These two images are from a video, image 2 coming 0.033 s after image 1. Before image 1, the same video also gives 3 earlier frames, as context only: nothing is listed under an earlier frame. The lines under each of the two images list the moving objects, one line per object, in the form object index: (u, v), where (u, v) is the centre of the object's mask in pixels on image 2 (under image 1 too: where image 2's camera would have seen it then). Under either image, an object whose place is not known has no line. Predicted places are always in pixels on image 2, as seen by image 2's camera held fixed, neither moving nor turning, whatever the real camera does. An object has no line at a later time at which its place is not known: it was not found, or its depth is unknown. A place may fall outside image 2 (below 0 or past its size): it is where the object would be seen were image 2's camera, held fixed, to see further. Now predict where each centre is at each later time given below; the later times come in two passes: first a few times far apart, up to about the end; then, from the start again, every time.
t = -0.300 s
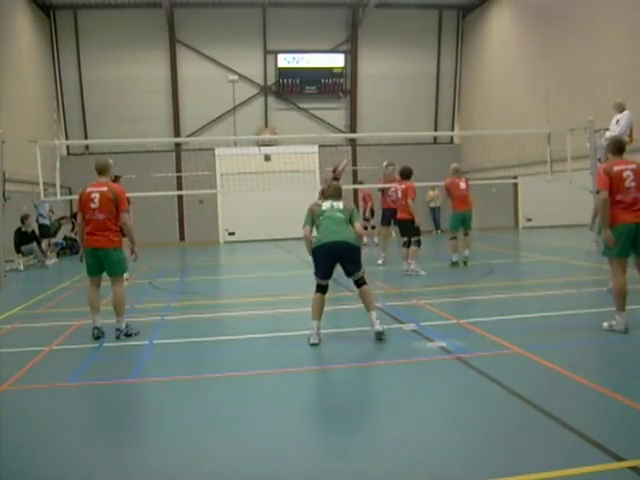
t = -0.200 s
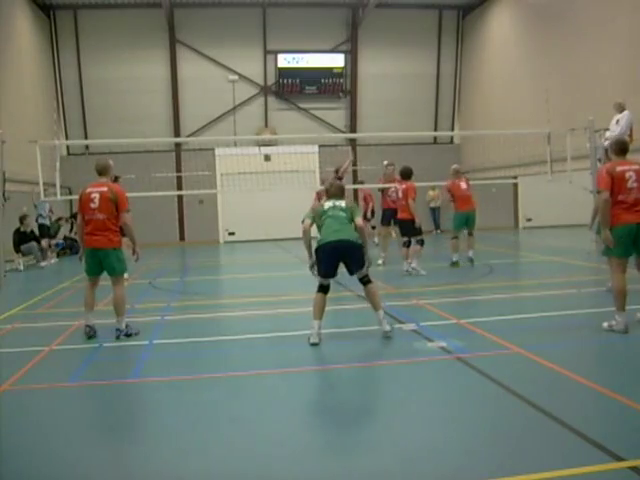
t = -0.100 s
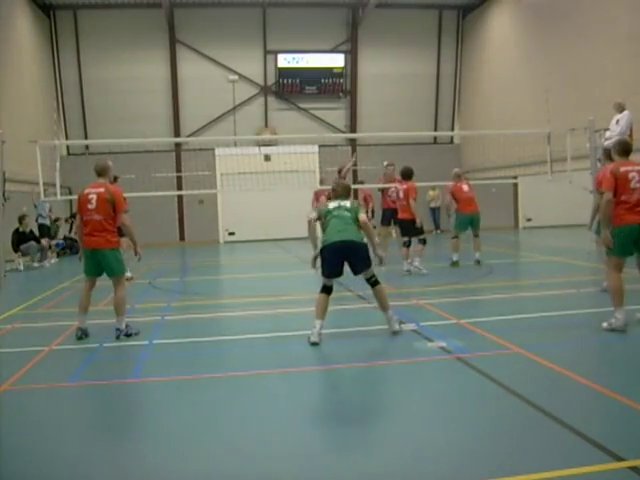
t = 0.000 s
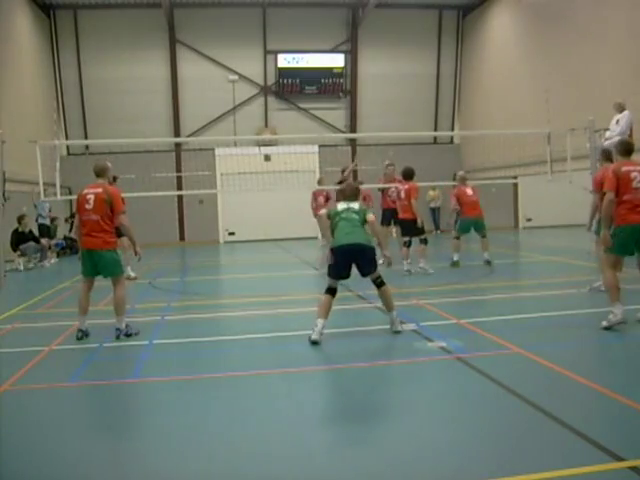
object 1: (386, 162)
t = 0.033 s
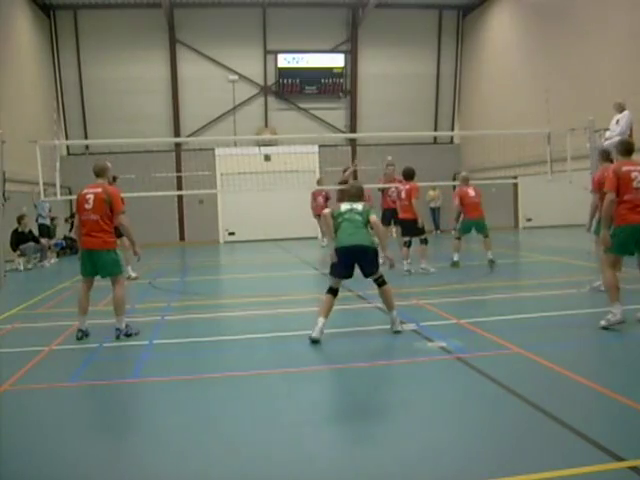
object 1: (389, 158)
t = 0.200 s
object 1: (393, 138)
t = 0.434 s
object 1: (412, 116)
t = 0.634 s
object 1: (434, 109)
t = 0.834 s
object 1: (463, 123)
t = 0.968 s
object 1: (498, 153)
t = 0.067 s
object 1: (390, 153)
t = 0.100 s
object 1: (391, 148)
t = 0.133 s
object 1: (392, 144)
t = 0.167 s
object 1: (394, 139)
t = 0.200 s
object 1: (393, 138)
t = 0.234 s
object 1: (396, 131)
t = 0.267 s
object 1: (400, 126)
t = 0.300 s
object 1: (401, 126)
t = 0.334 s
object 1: (403, 123)
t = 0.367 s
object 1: (406, 121)
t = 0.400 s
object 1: (409, 118)
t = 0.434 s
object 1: (412, 116)
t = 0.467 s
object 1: (415, 114)
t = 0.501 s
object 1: (418, 112)
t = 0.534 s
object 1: (422, 110)
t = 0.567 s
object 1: (426, 109)
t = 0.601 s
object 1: (430, 109)
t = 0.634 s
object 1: (434, 109)
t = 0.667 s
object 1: (437, 109)
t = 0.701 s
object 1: (442, 109)
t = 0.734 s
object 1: (447, 111)
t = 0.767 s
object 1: (452, 114)
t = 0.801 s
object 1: (457, 119)
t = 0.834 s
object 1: (463, 123)
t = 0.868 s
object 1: (470, 128)
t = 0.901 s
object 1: (479, 137)
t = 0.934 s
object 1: (488, 149)
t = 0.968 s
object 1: (498, 153)
